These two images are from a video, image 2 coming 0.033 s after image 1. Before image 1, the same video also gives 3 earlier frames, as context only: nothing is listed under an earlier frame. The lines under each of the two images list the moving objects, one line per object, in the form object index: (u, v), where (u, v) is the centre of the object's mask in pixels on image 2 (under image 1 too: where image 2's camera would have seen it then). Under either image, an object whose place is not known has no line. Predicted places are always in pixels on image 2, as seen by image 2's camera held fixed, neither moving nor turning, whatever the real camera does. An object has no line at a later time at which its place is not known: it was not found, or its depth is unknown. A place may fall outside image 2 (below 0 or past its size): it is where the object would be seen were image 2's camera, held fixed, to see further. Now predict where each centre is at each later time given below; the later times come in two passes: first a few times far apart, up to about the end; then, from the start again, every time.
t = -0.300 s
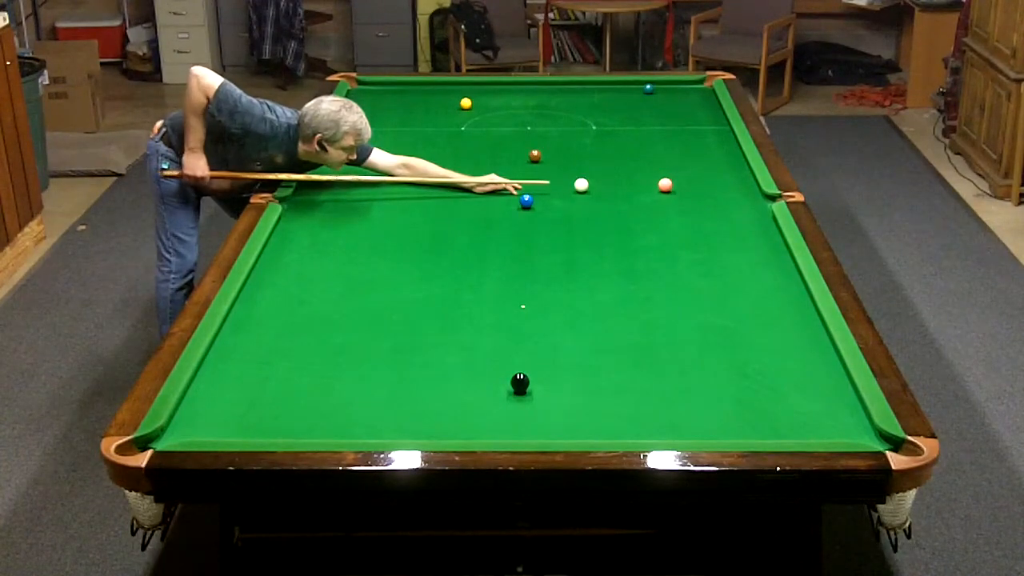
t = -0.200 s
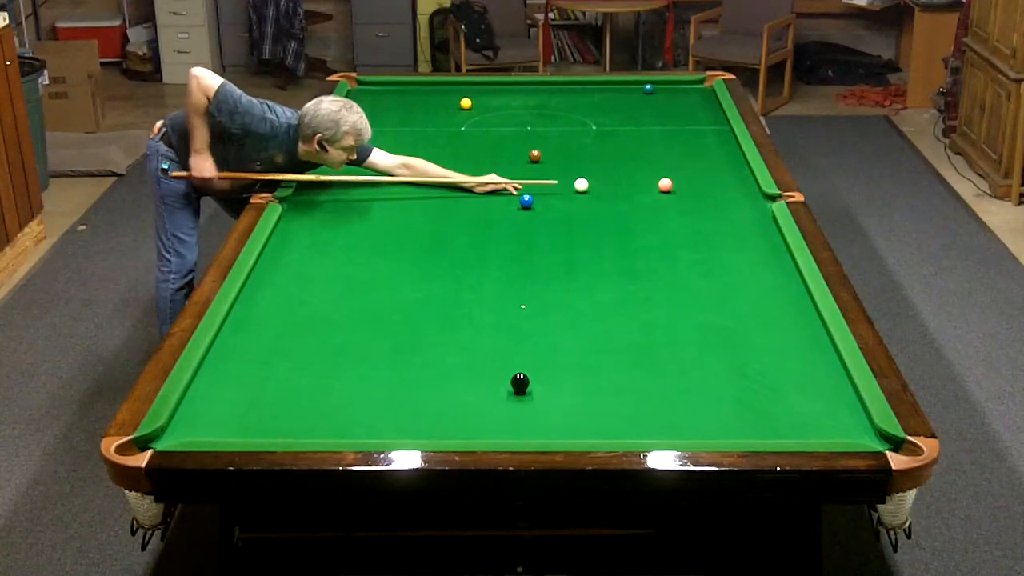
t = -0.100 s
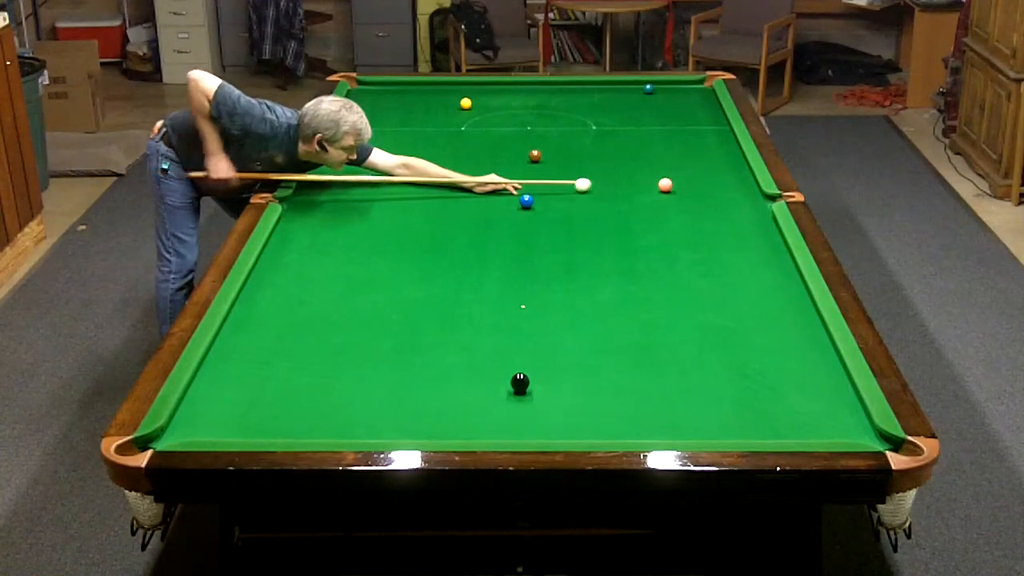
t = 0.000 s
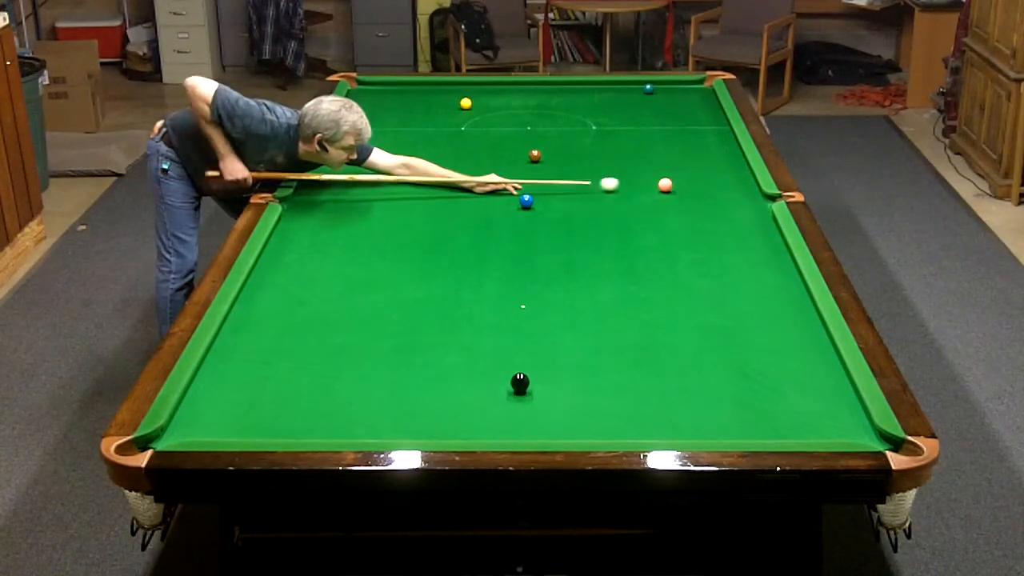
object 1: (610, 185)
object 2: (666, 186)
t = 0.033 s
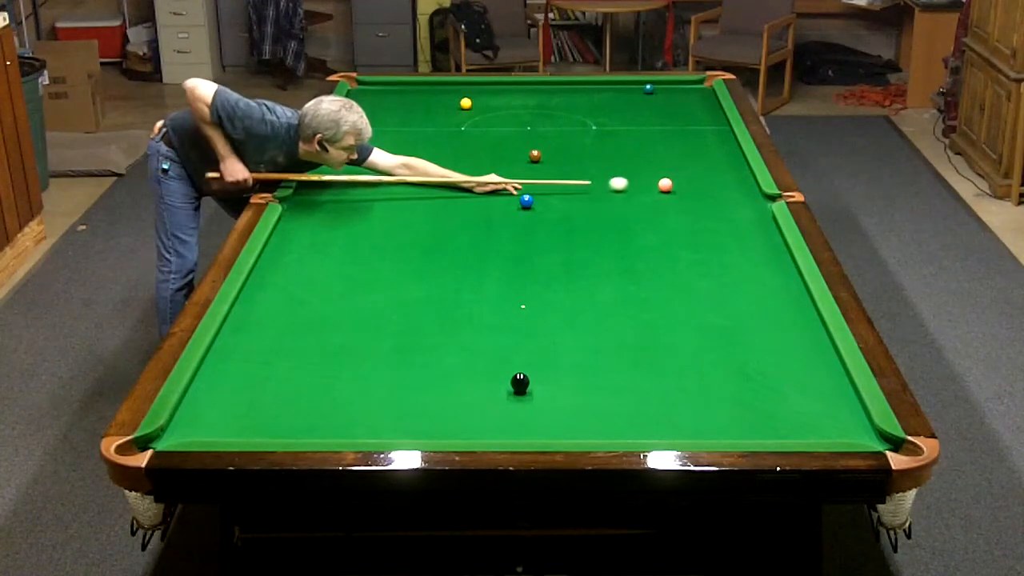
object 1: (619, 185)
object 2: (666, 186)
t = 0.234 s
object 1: (658, 181)
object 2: (680, 188)
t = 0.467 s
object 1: (680, 174)
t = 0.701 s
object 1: (701, 168)
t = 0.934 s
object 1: (720, 162)
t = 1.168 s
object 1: (738, 156)
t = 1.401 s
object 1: (726, 153)
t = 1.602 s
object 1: (716, 150)
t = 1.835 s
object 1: (705, 147)
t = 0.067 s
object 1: (628, 184)
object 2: (666, 187)
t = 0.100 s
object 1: (636, 184)
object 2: (666, 186)
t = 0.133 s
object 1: (645, 183)
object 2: (666, 186)
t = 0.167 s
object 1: (652, 183)
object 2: (668, 186)
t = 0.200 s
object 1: (655, 182)
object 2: (674, 187)
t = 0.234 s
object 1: (658, 181)
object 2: (680, 188)
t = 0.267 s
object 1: (661, 180)
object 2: (685, 189)
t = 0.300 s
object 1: (664, 179)
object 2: (690, 190)
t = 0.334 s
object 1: (667, 178)
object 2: (694, 190)
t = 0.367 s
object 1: (670, 177)
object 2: (699, 191)
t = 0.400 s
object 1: (674, 176)
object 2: (703, 192)
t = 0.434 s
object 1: (677, 175)
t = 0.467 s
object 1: (680, 174)
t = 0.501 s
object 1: (683, 173)
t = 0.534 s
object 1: (686, 172)
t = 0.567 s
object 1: (689, 171)
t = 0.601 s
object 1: (692, 170)
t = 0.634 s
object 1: (695, 169)
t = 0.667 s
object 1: (698, 169)
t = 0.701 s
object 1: (701, 168)
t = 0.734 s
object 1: (704, 167)
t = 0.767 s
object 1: (706, 166)
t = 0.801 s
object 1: (709, 165)
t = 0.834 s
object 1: (712, 164)
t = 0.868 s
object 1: (715, 163)
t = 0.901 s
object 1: (717, 163)
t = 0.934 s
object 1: (720, 162)
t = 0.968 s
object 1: (723, 161)
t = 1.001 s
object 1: (726, 160)
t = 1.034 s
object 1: (728, 160)
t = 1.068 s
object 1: (731, 159)
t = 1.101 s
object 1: (733, 158)
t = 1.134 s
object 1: (736, 157)
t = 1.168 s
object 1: (738, 156)
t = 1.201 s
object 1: (738, 156)
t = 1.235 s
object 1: (736, 155)
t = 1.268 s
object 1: (734, 155)
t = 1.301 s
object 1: (732, 154)
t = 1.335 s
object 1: (730, 154)
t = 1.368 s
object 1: (728, 153)
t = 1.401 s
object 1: (726, 153)
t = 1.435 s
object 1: (724, 152)
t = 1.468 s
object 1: (722, 152)
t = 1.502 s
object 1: (721, 151)
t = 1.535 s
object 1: (719, 151)
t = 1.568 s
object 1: (717, 151)
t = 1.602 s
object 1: (716, 150)
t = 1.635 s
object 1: (714, 150)
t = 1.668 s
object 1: (712, 149)
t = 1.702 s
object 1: (711, 149)
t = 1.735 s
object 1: (709, 148)
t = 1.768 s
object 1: (708, 148)
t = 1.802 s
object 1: (706, 148)
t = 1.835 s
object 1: (705, 147)
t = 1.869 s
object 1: (703, 147)
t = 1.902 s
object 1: (702, 146)
